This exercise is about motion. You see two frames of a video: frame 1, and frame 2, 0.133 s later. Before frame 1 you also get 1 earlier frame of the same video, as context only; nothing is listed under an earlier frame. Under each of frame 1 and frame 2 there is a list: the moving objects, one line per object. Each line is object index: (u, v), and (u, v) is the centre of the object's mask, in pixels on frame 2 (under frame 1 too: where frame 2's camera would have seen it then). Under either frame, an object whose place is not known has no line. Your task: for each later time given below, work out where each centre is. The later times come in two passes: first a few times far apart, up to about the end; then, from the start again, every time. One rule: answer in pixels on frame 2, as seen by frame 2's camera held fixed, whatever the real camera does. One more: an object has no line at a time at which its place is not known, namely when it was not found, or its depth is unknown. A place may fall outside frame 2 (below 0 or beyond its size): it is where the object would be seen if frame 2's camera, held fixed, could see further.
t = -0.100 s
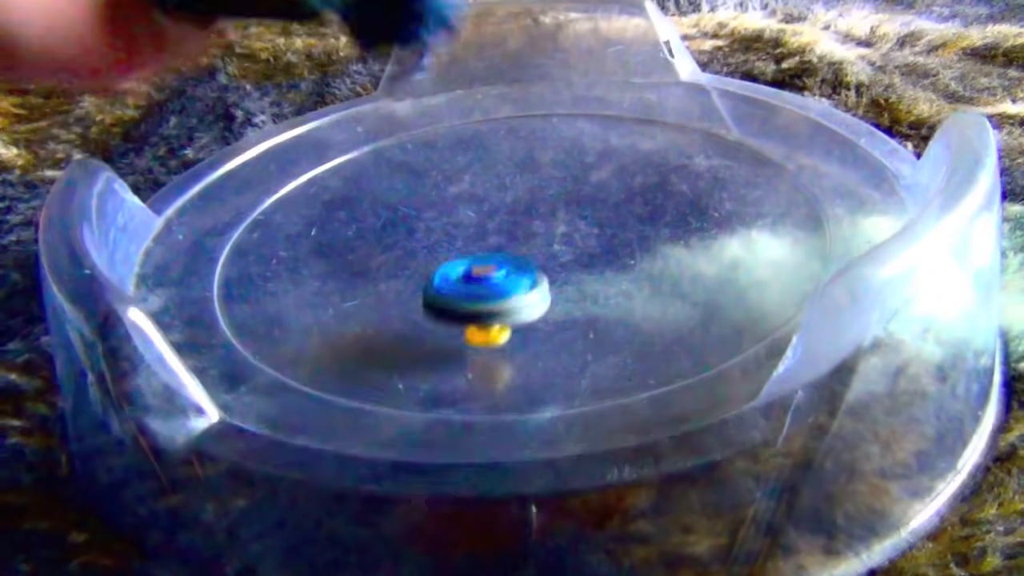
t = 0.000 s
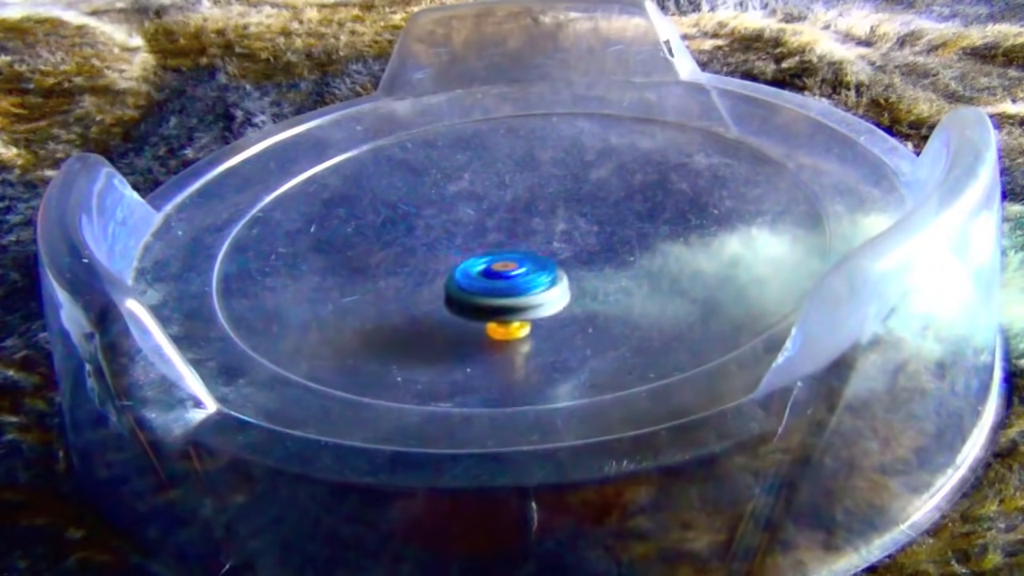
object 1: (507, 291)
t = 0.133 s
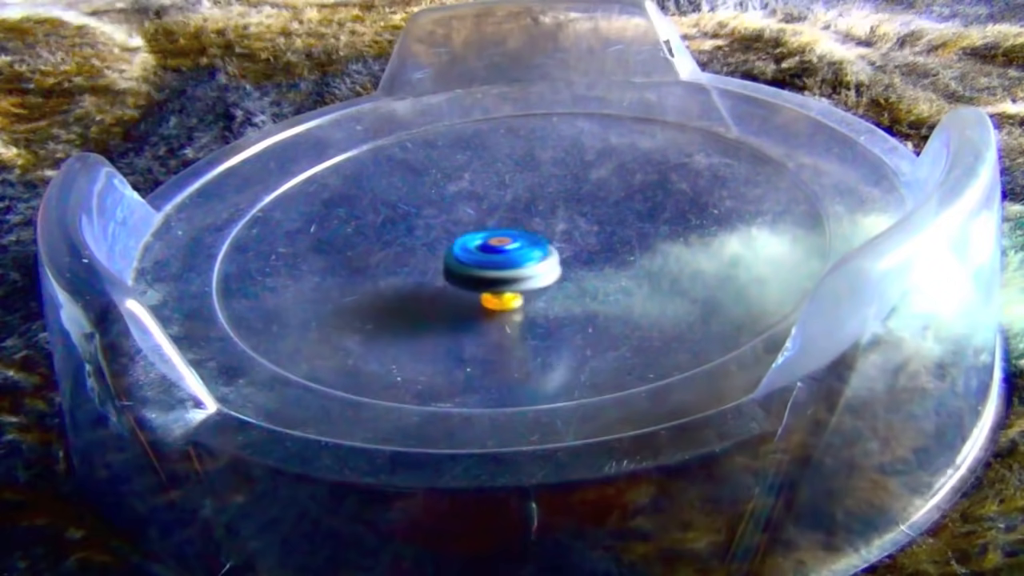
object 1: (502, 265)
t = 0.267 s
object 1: (446, 251)
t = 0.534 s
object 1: (346, 269)
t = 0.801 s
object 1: (421, 290)
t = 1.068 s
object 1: (477, 233)
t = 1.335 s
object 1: (338, 207)
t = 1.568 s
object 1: (315, 263)
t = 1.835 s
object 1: (513, 254)
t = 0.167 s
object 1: (490, 260)
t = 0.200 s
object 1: (478, 256)
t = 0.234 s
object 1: (462, 254)
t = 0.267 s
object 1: (446, 251)
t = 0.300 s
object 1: (427, 250)
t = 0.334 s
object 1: (410, 251)
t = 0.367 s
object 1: (395, 252)
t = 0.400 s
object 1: (381, 254)
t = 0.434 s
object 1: (368, 258)
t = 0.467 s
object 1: (359, 261)
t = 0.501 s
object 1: (351, 265)
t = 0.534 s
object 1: (346, 269)
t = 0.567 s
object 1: (345, 274)
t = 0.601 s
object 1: (348, 278)
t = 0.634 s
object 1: (353, 282)
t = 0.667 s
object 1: (363, 286)
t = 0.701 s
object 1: (374, 289)
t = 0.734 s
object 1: (388, 291)
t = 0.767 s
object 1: (405, 291)
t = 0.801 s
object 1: (421, 290)
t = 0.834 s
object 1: (438, 287)
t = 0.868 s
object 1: (454, 282)
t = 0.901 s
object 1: (466, 276)
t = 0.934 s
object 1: (476, 268)
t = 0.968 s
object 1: (482, 260)
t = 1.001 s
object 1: (485, 251)
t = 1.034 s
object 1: (484, 242)
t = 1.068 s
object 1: (477, 233)
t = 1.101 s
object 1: (467, 225)
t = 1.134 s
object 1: (453, 218)
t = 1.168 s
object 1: (437, 212)
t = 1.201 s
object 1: (418, 207)
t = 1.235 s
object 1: (398, 205)
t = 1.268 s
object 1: (377, 204)
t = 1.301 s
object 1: (357, 204)
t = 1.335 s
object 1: (338, 207)
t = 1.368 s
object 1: (321, 212)
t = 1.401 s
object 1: (307, 219)
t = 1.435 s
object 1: (298, 227)
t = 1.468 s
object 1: (294, 236)
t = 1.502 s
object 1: (295, 245)
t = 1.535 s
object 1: (302, 254)
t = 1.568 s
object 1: (315, 263)
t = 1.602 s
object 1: (333, 271)
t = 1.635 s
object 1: (355, 276)
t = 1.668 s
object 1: (381, 280)
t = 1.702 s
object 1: (408, 281)
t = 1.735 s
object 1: (438, 279)
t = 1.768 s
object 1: (466, 273)
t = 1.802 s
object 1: (492, 265)
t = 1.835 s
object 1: (513, 254)
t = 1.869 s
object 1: (528, 241)
